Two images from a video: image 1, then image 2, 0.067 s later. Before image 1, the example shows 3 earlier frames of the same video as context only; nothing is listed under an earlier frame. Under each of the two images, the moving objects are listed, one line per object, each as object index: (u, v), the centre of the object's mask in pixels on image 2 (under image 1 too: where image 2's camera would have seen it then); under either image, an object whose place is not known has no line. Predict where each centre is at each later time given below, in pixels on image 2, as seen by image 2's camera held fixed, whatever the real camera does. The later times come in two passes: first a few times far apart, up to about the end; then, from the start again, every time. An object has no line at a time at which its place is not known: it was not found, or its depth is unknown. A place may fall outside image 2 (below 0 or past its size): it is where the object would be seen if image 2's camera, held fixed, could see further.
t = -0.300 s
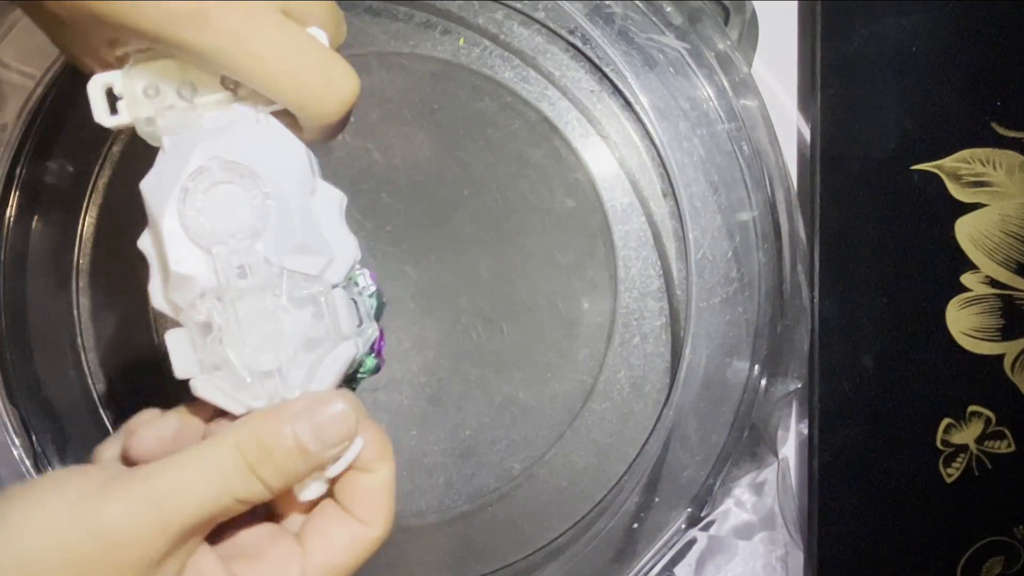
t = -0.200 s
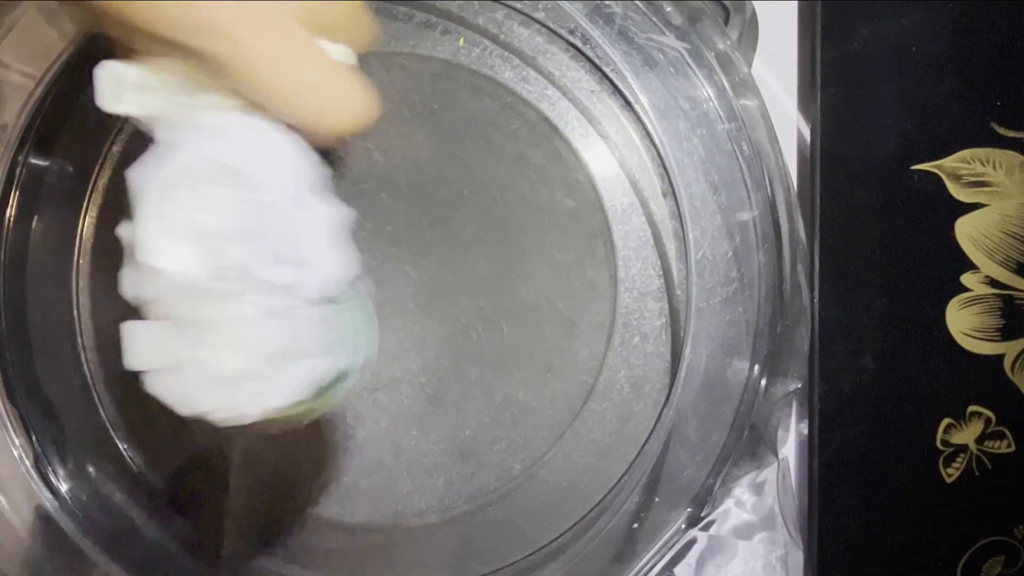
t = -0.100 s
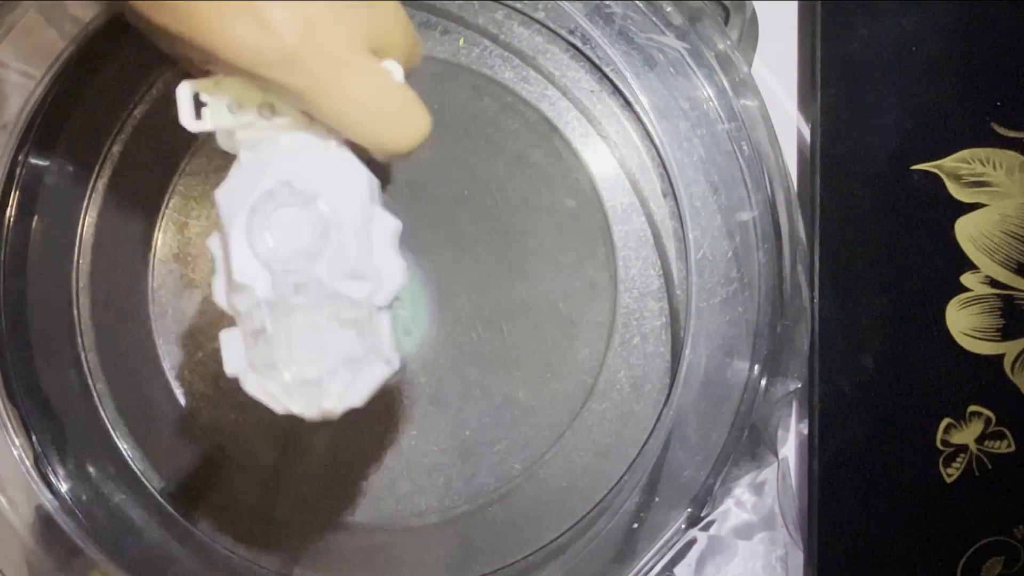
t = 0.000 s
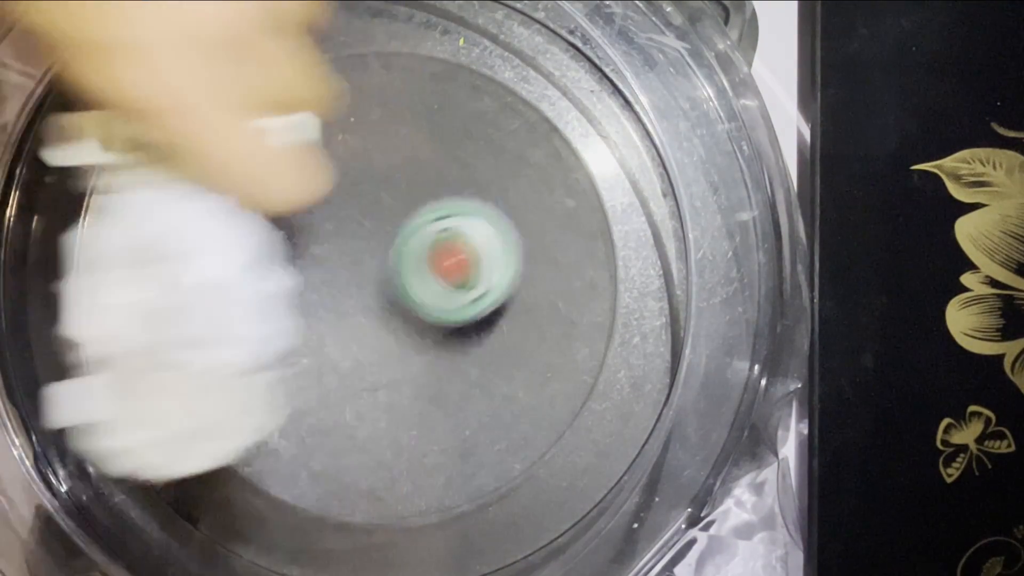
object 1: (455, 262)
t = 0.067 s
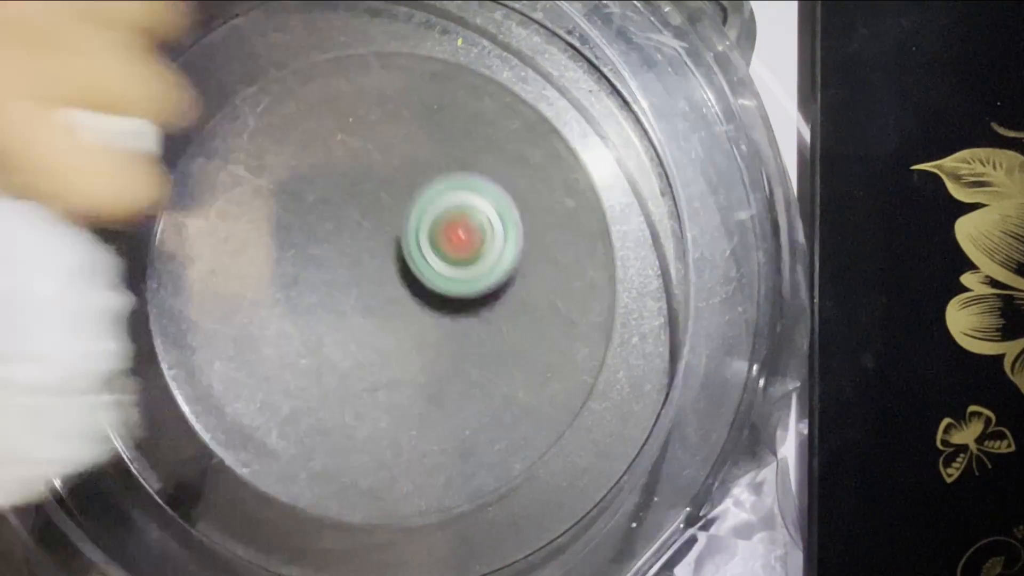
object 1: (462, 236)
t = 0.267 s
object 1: (409, 209)
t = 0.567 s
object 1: (367, 369)
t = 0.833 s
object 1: (524, 301)
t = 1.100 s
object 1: (394, 168)
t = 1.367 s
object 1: (298, 398)
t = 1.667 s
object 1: (554, 389)
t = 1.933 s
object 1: (471, 182)
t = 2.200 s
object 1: (271, 311)
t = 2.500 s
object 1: (457, 442)
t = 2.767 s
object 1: (477, 233)
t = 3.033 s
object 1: (266, 249)
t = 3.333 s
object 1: (364, 429)
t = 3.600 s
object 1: (458, 265)
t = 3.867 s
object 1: (281, 242)
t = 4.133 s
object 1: (341, 391)
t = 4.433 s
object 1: (423, 224)
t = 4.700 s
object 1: (295, 250)
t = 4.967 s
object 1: (386, 320)
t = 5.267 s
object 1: (370, 222)
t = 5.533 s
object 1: (345, 296)
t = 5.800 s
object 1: (404, 260)
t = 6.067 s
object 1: (369, 276)
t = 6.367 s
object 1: (394, 276)
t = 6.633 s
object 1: (396, 276)
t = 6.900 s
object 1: (395, 280)
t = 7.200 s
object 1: (400, 281)
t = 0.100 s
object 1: (457, 225)
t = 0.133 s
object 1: (454, 215)
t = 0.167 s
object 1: (446, 208)
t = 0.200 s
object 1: (437, 206)
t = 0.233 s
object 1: (424, 206)
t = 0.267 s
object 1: (409, 209)
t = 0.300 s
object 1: (391, 217)
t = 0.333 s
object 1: (374, 229)
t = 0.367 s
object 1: (359, 244)
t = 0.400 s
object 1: (348, 264)
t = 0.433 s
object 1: (339, 286)
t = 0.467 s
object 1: (336, 310)
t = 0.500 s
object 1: (341, 336)
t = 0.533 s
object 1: (350, 353)
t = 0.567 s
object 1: (367, 369)
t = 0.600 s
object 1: (386, 381)
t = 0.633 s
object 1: (407, 386)
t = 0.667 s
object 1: (433, 386)
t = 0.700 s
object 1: (458, 380)
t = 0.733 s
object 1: (481, 367)
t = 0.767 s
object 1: (498, 350)
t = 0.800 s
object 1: (514, 327)
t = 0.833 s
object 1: (524, 301)
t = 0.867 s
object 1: (528, 272)
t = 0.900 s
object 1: (525, 243)
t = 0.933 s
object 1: (515, 215)
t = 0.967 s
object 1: (500, 193)
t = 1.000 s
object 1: (478, 176)
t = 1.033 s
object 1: (453, 165)
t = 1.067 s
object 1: (425, 162)
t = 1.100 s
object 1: (394, 168)
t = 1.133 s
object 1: (365, 181)
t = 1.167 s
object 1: (334, 203)
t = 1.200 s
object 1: (313, 228)
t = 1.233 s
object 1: (293, 259)
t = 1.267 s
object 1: (282, 297)
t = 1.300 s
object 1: (280, 333)
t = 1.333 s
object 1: (285, 369)
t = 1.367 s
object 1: (298, 398)
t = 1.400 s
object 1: (320, 424)
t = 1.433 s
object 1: (347, 448)
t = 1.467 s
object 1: (383, 463)
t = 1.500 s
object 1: (417, 470)
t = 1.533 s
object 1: (449, 468)
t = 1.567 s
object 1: (481, 459)
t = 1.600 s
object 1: (510, 441)
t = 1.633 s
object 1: (535, 418)
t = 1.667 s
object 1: (554, 389)
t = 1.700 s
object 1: (564, 358)
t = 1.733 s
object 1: (567, 327)
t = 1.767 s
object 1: (564, 297)
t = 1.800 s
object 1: (556, 267)
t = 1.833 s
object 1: (541, 239)
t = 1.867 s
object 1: (521, 216)
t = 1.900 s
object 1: (499, 197)
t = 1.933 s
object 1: (471, 182)
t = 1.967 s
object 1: (441, 173)
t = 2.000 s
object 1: (410, 172)
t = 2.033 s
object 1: (379, 176)
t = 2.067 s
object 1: (347, 192)
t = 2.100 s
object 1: (324, 211)
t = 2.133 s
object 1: (300, 238)
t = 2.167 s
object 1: (281, 271)
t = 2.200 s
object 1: (271, 311)
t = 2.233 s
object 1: (269, 345)
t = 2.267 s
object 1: (275, 377)
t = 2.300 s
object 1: (290, 403)
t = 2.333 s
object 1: (313, 427)
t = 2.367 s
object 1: (342, 446)
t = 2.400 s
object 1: (371, 456)
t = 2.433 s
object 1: (402, 460)
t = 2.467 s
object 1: (430, 455)
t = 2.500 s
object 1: (457, 442)
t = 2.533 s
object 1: (480, 424)
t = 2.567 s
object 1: (498, 402)
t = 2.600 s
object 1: (510, 374)
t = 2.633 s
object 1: (515, 345)
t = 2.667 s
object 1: (514, 316)
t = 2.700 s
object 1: (507, 286)
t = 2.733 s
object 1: (494, 258)
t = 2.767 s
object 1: (477, 233)
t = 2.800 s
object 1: (454, 211)
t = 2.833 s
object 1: (427, 195)
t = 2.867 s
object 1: (398, 186)
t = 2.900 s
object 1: (365, 185)
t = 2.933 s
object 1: (336, 191)
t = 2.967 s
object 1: (312, 204)
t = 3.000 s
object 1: (286, 225)
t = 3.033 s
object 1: (266, 249)
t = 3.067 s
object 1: (254, 279)
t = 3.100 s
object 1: (246, 309)
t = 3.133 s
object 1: (244, 339)
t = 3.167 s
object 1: (251, 366)
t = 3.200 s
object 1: (268, 391)
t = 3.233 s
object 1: (288, 411)
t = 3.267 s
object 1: (312, 421)
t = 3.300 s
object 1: (339, 429)
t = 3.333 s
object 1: (364, 429)
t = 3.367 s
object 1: (391, 423)
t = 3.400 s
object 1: (415, 411)
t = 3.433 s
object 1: (435, 395)
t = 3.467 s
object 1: (451, 373)
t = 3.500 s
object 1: (461, 348)
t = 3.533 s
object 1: (466, 321)
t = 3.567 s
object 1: (466, 293)
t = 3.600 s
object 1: (458, 265)
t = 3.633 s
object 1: (444, 240)
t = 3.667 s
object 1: (424, 219)
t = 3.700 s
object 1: (398, 203)
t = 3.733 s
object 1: (370, 197)
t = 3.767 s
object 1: (343, 198)
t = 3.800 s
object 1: (319, 207)
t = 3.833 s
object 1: (299, 221)
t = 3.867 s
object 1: (281, 242)
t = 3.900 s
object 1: (269, 265)
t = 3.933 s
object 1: (264, 291)
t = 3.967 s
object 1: (265, 319)
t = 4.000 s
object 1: (271, 341)
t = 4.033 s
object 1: (283, 361)
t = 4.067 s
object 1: (302, 379)
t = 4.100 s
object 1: (319, 387)
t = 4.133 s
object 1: (341, 391)
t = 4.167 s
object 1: (364, 387)
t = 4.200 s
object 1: (385, 378)
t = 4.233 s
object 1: (407, 363)
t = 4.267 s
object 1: (424, 344)
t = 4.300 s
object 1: (435, 323)
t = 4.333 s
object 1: (442, 298)
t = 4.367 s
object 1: (443, 272)
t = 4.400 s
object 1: (437, 246)
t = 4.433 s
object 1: (423, 224)
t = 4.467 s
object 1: (406, 209)
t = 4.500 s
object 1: (386, 199)
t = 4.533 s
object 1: (363, 195)
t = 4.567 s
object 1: (341, 197)
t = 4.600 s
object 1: (324, 205)
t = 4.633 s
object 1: (311, 219)
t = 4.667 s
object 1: (300, 233)
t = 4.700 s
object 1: (295, 250)
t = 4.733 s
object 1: (293, 266)
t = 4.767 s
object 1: (297, 282)
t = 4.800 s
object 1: (306, 297)
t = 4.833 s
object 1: (319, 310)
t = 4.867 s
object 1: (334, 319)
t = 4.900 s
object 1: (352, 324)
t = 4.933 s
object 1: (369, 324)
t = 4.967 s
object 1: (386, 320)
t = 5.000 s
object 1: (400, 312)
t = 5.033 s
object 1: (410, 300)
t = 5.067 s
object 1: (417, 286)
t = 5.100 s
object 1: (419, 269)
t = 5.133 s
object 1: (416, 254)
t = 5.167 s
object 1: (409, 240)
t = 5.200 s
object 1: (398, 229)
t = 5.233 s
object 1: (384, 223)
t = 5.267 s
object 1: (370, 222)
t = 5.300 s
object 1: (357, 225)
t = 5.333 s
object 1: (345, 231)
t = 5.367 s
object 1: (337, 240)
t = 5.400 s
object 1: (331, 251)
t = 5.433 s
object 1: (330, 263)
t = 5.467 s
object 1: (331, 274)
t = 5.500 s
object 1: (337, 286)
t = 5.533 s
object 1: (345, 296)
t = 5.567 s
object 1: (356, 303)
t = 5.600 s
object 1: (367, 306)
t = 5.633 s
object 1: (378, 305)
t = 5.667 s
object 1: (389, 300)
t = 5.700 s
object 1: (398, 290)
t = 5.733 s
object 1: (404, 280)
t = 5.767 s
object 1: (406, 269)
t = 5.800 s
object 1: (404, 260)
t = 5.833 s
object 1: (399, 252)
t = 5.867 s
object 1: (392, 248)
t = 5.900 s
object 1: (385, 247)
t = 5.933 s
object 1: (378, 250)
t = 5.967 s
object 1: (373, 255)
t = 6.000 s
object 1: (369, 261)
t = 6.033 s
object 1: (368, 269)
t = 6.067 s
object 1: (369, 276)
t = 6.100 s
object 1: (373, 281)
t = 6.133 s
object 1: (377, 284)
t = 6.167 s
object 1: (381, 286)
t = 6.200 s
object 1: (385, 286)
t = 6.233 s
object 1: (387, 285)
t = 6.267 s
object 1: (389, 283)
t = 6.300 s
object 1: (391, 280)
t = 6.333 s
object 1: (392, 278)
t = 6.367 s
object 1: (394, 276)
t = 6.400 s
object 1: (394, 275)
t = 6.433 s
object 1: (396, 275)
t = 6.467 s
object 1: (396, 275)
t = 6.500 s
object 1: (397, 275)
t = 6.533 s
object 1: (397, 275)
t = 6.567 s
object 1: (397, 276)
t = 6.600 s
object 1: (396, 276)
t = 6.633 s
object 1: (396, 276)
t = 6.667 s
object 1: (394, 276)
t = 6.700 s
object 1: (394, 276)
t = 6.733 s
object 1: (393, 277)
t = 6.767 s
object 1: (393, 277)
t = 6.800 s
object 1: (393, 277)
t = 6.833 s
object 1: (394, 278)
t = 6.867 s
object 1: (394, 279)
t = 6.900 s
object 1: (395, 280)
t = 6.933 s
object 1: (396, 281)
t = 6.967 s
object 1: (397, 281)
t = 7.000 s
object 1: (398, 281)
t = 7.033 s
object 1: (399, 282)
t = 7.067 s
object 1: (399, 282)
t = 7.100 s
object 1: (399, 282)
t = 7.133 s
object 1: (399, 282)
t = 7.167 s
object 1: (400, 282)
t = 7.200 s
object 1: (400, 281)
